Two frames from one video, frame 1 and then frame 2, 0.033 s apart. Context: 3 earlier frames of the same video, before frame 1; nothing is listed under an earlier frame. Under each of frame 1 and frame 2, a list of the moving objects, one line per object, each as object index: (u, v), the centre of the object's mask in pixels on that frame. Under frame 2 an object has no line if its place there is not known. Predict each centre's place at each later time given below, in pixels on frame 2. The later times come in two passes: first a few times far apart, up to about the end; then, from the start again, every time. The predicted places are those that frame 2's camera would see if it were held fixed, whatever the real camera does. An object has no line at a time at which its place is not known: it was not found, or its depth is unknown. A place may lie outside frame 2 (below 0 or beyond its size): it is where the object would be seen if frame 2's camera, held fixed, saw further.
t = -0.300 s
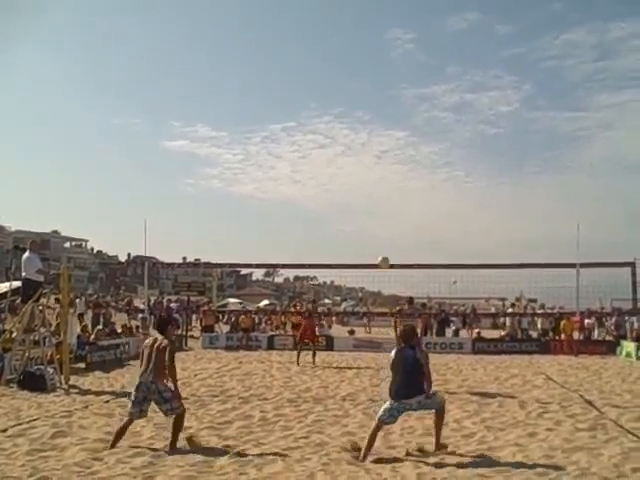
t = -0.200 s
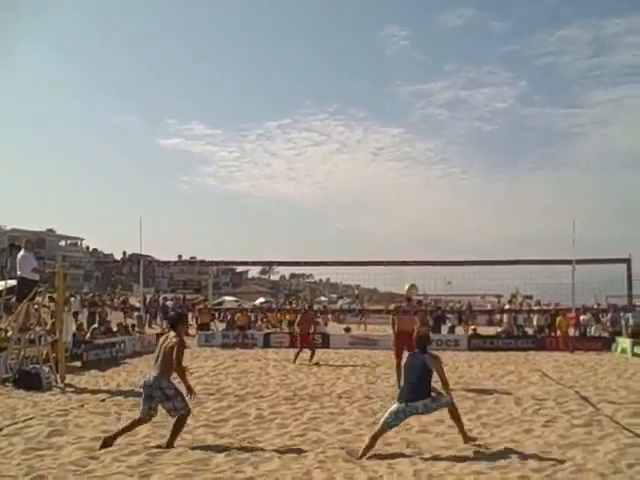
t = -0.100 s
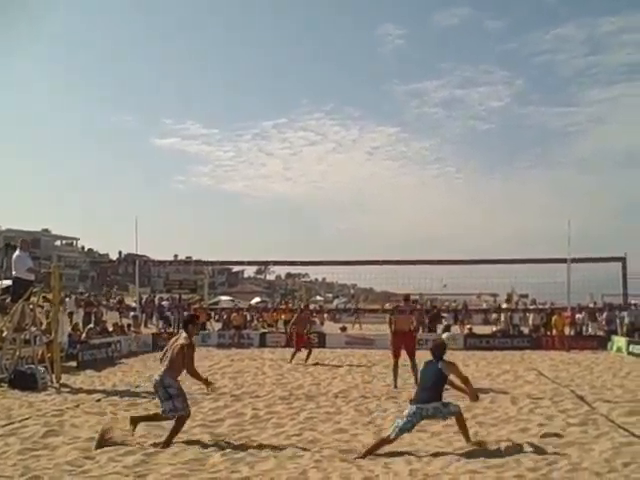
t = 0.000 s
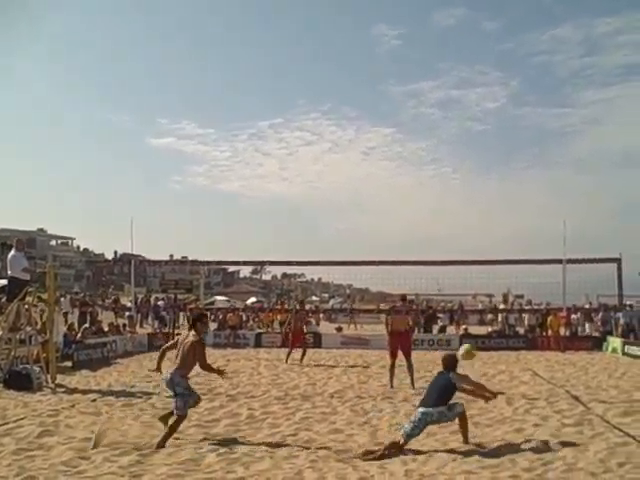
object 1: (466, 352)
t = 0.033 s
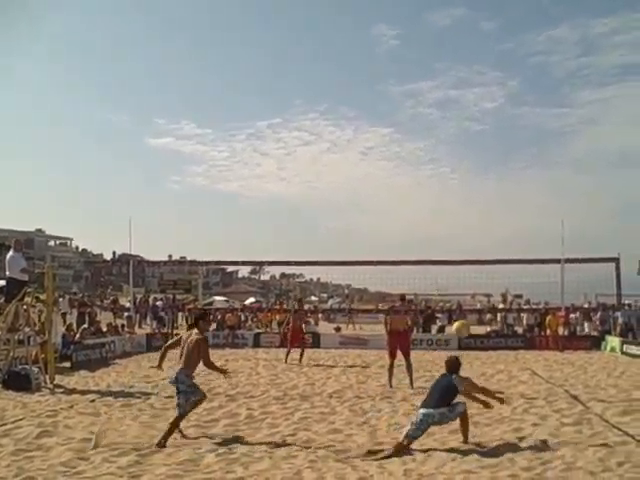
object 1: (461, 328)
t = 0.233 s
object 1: (432, 214)
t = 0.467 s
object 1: (402, 127)
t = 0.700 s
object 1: (374, 82)
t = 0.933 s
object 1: (349, 75)
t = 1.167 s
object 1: (326, 104)
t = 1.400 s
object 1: (305, 168)
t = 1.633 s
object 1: (285, 259)
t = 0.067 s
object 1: (456, 307)
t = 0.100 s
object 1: (451, 285)
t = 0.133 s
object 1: (446, 267)
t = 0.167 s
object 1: (442, 248)
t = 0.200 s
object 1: (437, 231)
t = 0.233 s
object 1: (432, 214)
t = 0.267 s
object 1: (428, 199)
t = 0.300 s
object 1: (423, 184)
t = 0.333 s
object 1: (419, 171)
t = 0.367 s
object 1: (414, 159)
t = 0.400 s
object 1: (410, 147)
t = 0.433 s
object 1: (406, 137)
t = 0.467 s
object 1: (402, 127)
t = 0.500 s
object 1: (397, 118)
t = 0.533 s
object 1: (393, 110)
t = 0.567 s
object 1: (389, 103)
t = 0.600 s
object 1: (385, 97)
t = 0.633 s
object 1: (382, 91)
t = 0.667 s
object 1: (378, 86)
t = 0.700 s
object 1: (374, 82)
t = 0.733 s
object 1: (371, 78)
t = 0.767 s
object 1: (367, 76)
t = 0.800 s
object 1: (363, 75)
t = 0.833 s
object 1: (360, 74)
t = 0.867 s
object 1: (356, 74)
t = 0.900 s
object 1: (352, 74)
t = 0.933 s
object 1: (349, 75)
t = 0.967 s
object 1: (346, 78)
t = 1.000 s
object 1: (343, 80)
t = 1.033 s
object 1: (339, 83)
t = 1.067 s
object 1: (336, 88)
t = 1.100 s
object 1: (333, 93)
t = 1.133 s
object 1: (330, 98)
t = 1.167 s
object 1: (326, 104)
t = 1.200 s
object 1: (323, 112)
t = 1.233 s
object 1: (321, 119)
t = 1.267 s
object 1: (317, 128)
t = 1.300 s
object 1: (315, 137)
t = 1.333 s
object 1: (311, 147)
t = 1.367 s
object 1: (308, 157)
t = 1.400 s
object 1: (305, 168)
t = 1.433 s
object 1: (302, 179)
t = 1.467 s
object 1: (299, 191)
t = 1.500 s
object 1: (296, 204)
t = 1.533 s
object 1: (293, 217)
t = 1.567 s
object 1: (290, 230)
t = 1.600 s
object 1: (287, 244)
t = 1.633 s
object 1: (285, 259)
